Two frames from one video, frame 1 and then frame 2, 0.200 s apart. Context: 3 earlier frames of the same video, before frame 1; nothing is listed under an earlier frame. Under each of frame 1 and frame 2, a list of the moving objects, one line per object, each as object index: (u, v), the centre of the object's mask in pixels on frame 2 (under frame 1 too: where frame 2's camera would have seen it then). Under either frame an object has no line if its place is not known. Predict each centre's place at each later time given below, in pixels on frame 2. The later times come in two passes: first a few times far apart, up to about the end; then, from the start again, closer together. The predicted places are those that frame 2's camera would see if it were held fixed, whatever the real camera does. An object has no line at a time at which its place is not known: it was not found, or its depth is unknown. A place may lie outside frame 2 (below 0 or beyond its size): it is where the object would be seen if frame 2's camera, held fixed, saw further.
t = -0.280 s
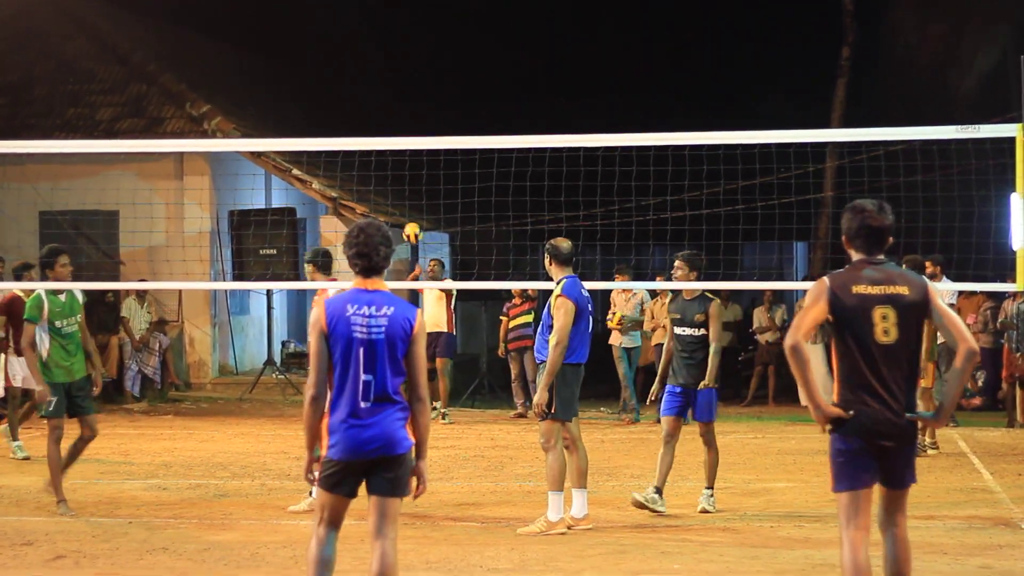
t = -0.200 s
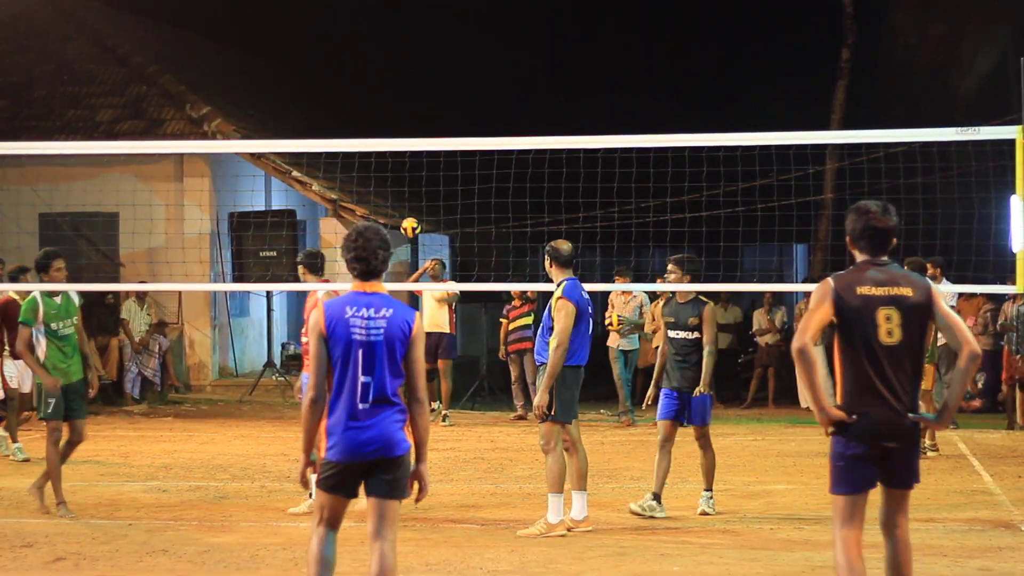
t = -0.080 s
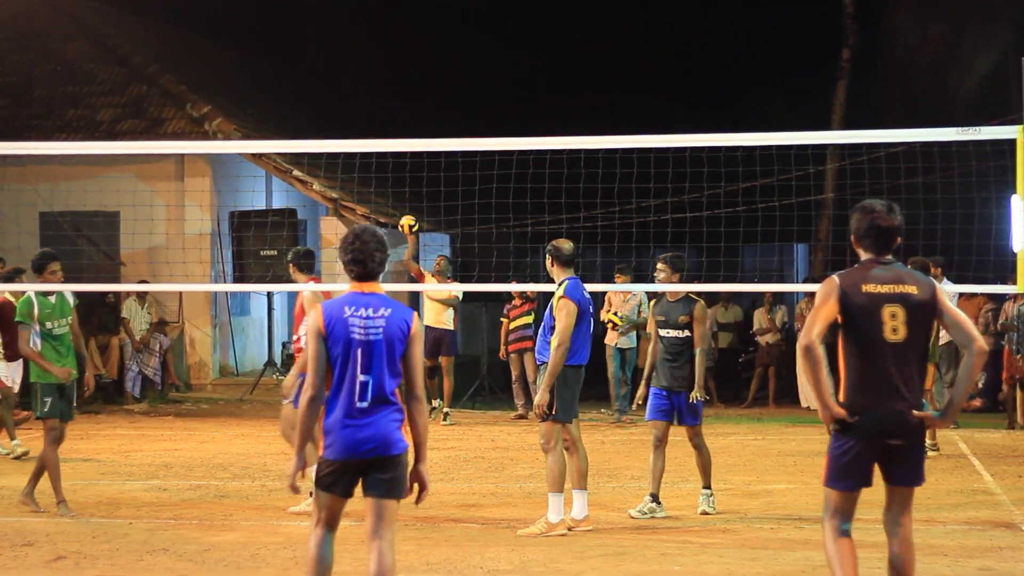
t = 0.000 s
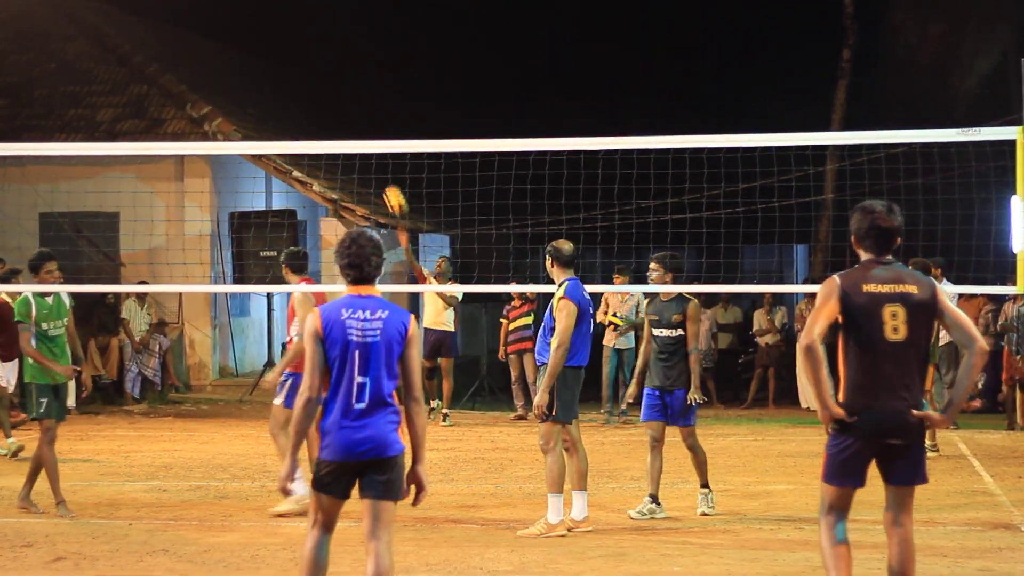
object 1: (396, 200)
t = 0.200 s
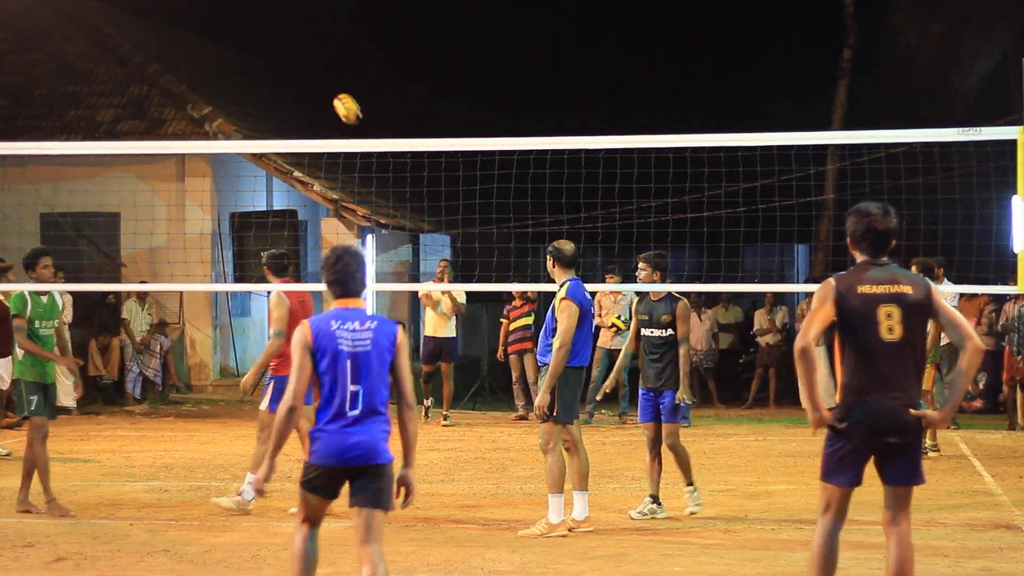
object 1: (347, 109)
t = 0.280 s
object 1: (324, 77)
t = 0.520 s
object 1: (241, 16)
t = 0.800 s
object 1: (107, 2)
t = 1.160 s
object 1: (-142, 175)
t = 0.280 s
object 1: (324, 77)
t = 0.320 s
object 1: (312, 63)
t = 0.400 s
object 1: (285, 39)
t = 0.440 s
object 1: (271, 30)
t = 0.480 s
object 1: (256, 22)
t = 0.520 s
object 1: (241, 16)
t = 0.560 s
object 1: (226, 11)
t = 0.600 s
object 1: (208, 6)
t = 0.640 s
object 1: (190, 2)
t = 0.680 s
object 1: (169, -3)
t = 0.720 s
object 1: (149, -4)
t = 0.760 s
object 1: (128, -2)
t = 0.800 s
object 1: (107, 2)
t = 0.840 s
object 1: (82, 8)
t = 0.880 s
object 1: (57, 16)
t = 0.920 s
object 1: (30, 28)
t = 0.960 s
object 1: (3, 43)
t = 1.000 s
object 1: (-26, 62)
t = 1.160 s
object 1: (-142, 175)
